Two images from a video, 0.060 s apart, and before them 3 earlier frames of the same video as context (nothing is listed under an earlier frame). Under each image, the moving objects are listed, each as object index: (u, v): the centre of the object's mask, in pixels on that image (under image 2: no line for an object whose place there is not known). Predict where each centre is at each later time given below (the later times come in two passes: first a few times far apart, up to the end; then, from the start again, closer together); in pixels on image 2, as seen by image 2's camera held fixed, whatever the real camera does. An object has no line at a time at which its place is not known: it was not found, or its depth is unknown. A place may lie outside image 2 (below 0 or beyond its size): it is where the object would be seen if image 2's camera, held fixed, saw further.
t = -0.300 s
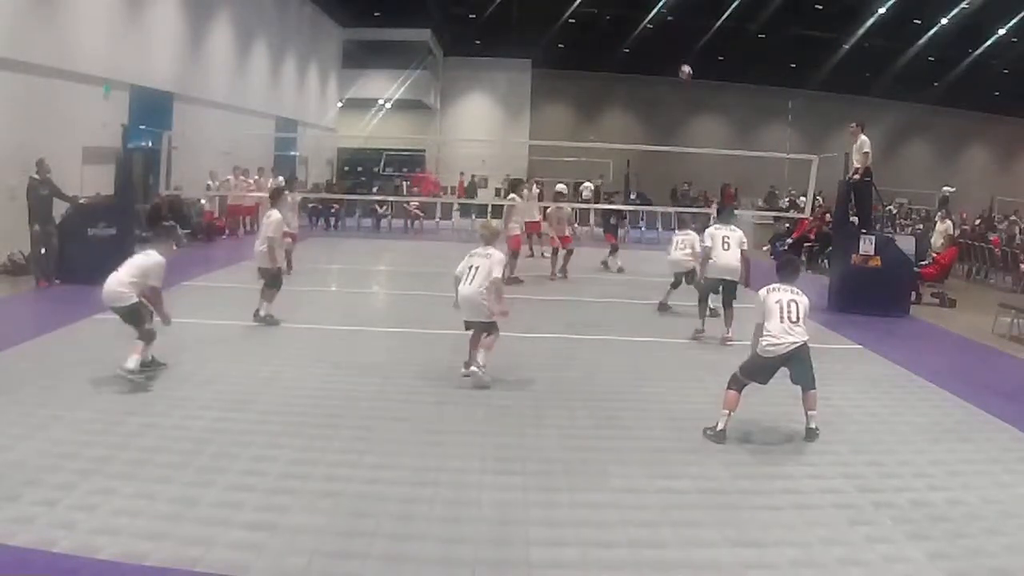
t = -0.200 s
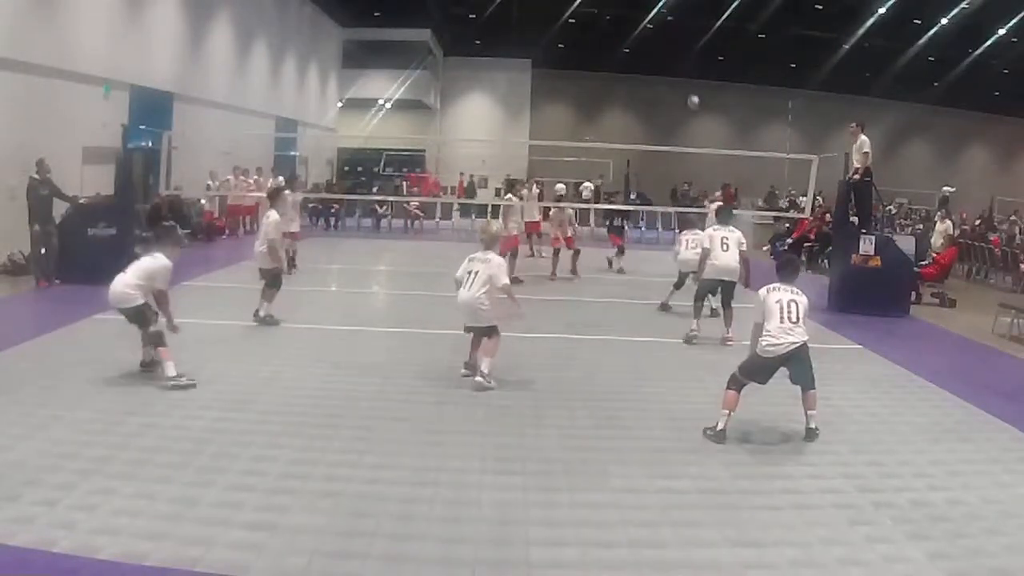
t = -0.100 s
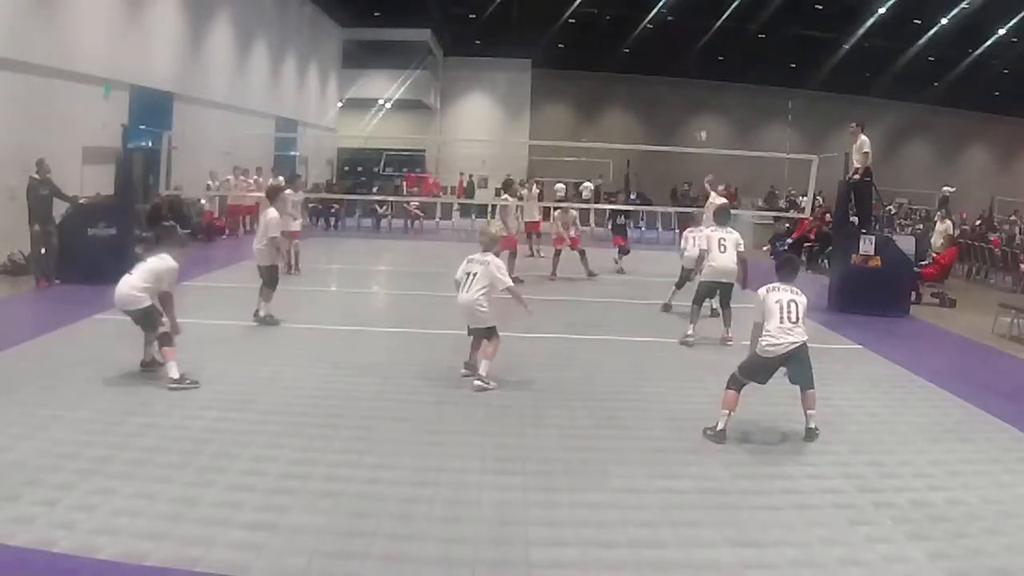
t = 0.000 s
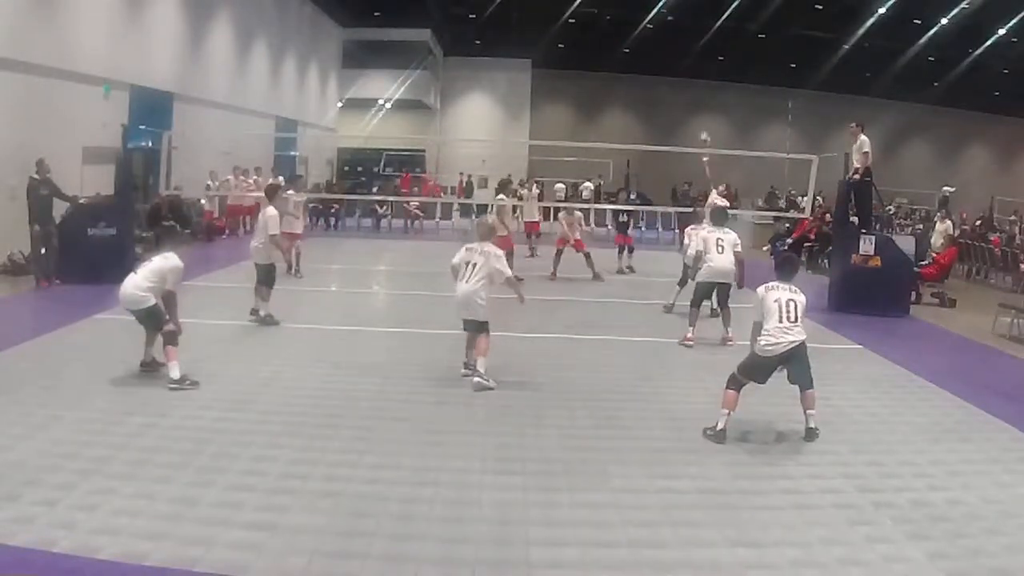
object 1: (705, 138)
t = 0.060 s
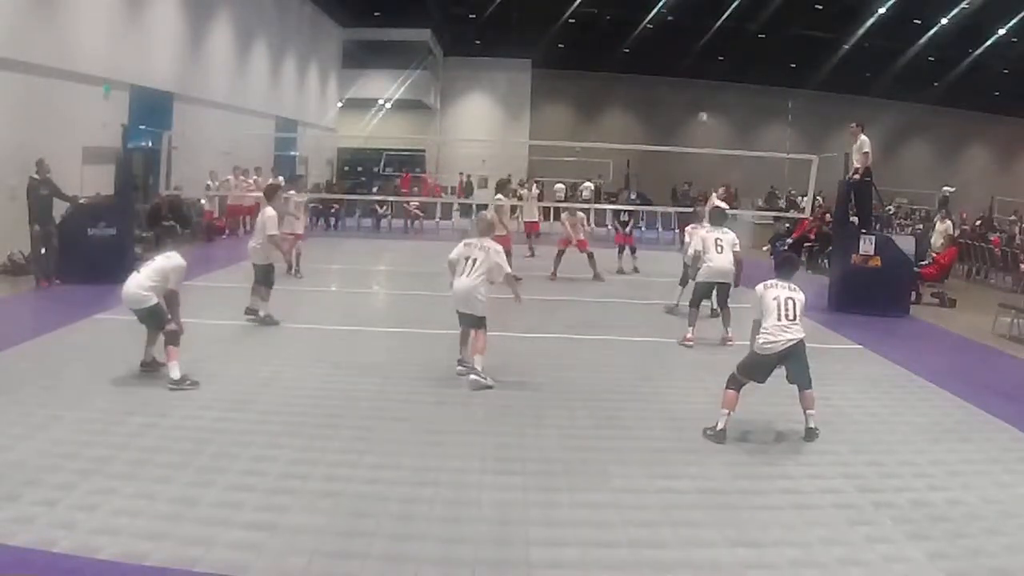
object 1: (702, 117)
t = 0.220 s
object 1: (699, 76)
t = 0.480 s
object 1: (689, 32)
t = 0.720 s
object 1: (675, 33)
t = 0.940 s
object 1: (656, 89)
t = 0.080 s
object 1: (703, 111)
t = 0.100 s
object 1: (703, 106)
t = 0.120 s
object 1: (702, 101)
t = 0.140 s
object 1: (702, 96)
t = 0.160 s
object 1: (700, 90)
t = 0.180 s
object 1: (700, 84)
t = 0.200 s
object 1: (700, 80)
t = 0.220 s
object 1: (699, 76)
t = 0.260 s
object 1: (698, 67)
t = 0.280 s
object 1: (698, 63)
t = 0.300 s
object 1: (696, 58)
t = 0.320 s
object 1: (696, 55)
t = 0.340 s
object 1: (695, 51)
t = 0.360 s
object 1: (694, 48)
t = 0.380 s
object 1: (694, 44)
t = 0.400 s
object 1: (693, 42)
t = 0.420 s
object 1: (692, 39)
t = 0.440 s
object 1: (691, 36)
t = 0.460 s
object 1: (690, 34)
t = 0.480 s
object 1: (689, 32)
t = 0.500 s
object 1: (688, 30)
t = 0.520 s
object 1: (687, 29)
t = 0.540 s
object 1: (686, 28)
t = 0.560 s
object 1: (686, 27)
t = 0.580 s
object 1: (684, 27)
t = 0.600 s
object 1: (683, 27)
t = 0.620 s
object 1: (682, 27)
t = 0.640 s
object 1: (680, 27)
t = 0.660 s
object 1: (679, 28)
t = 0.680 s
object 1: (678, 30)
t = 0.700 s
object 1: (677, 31)
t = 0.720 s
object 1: (675, 33)
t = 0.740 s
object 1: (674, 36)
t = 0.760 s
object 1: (673, 39)
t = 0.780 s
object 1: (671, 43)
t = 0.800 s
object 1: (669, 47)
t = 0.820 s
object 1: (668, 51)
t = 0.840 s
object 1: (666, 56)
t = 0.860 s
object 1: (664, 62)
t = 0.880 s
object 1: (663, 66)
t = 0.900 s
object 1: (661, 73)
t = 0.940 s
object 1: (656, 89)
